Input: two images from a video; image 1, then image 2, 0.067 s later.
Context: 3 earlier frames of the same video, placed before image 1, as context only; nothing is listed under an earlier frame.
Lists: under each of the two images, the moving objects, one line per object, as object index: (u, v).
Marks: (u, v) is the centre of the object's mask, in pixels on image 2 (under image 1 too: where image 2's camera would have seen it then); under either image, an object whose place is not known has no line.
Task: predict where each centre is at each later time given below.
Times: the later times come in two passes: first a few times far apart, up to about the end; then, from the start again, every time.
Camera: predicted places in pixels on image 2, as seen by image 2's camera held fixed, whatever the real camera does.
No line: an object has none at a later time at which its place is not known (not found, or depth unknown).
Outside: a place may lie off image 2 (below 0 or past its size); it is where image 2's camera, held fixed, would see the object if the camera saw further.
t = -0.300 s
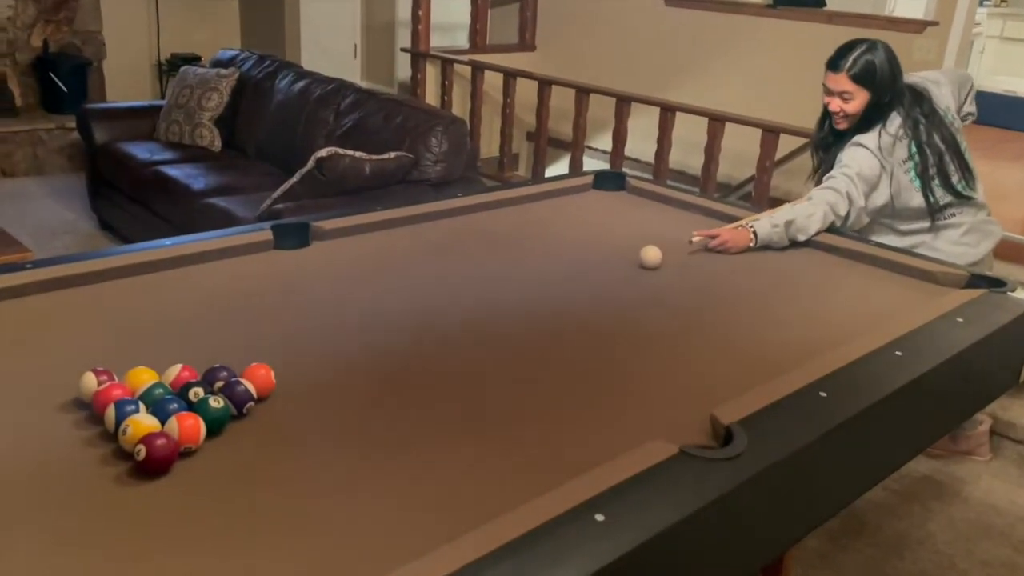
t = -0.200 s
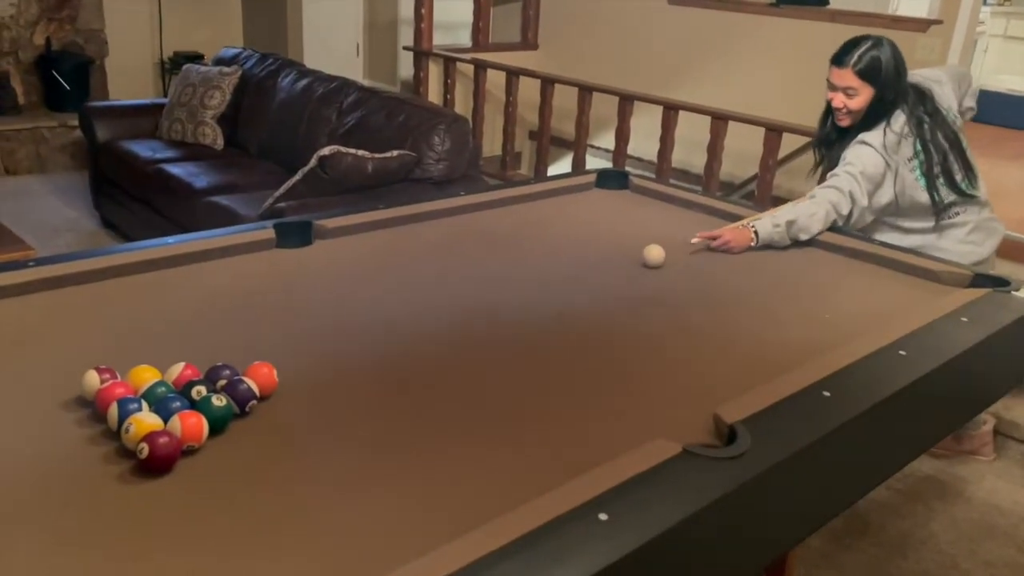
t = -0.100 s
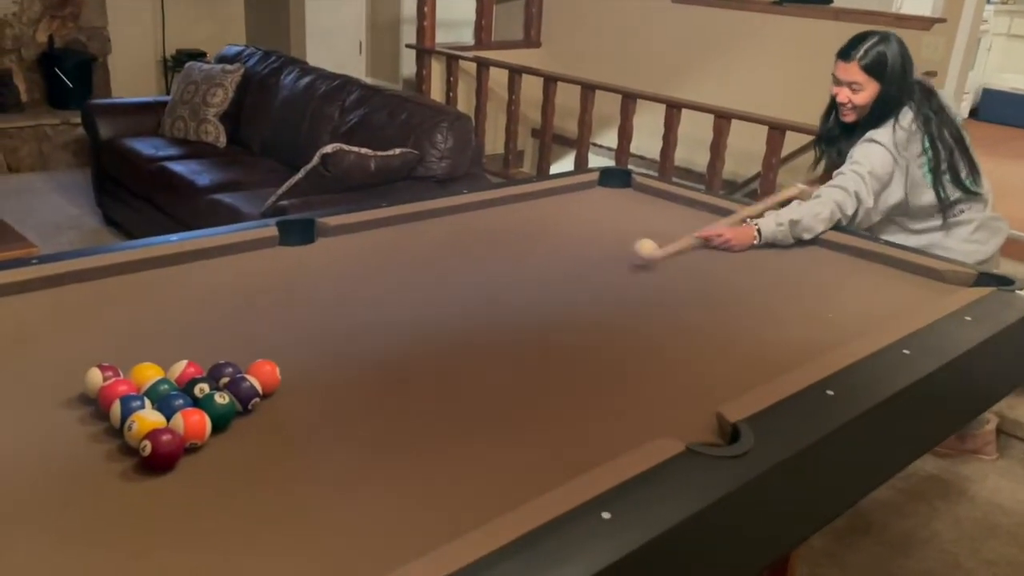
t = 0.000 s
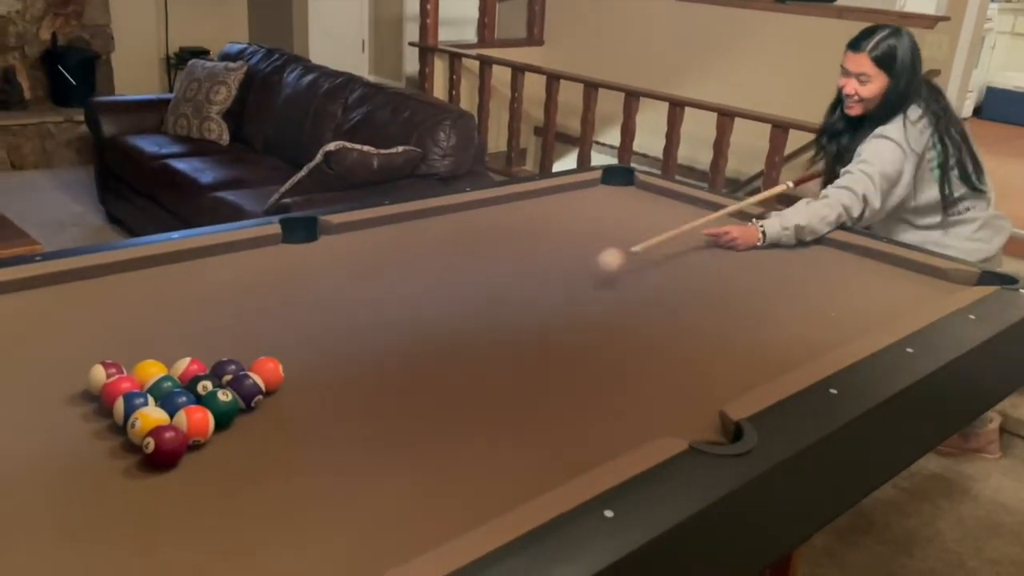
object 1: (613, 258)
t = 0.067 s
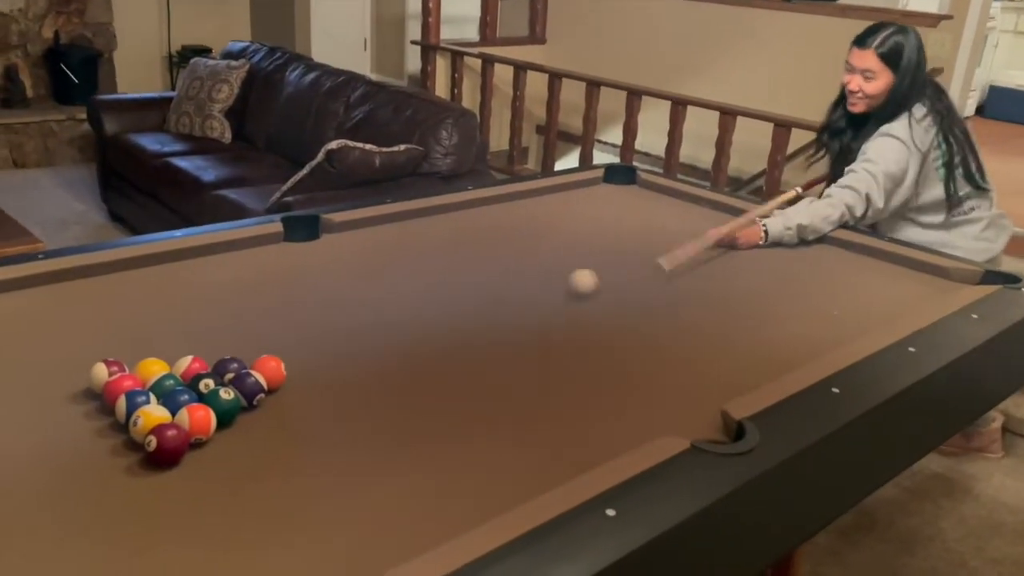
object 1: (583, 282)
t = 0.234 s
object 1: (521, 313)
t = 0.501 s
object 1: (420, 358)
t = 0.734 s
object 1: (307, 410)
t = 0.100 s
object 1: (571, 286)
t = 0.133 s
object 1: (557, 295)
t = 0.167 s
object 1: (544, 301)
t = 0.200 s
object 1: (533, 307)
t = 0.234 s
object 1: (521, 313)
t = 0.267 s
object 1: (509, 317)
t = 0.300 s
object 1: (498, 323)
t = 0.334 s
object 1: (486, 328)
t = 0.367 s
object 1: (473, 334)
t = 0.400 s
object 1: (460, 340)
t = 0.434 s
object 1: (448, 346)
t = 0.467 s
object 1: (434, 352)
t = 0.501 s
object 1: (420, 358)
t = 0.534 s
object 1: (405, 365)
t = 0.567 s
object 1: (391, 372)
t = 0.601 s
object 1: (375, 379)
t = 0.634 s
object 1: (360, 386)
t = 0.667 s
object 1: (343, 394)
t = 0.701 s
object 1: (325, 402)
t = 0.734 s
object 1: (307, 410)
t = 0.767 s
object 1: (289, 418)
